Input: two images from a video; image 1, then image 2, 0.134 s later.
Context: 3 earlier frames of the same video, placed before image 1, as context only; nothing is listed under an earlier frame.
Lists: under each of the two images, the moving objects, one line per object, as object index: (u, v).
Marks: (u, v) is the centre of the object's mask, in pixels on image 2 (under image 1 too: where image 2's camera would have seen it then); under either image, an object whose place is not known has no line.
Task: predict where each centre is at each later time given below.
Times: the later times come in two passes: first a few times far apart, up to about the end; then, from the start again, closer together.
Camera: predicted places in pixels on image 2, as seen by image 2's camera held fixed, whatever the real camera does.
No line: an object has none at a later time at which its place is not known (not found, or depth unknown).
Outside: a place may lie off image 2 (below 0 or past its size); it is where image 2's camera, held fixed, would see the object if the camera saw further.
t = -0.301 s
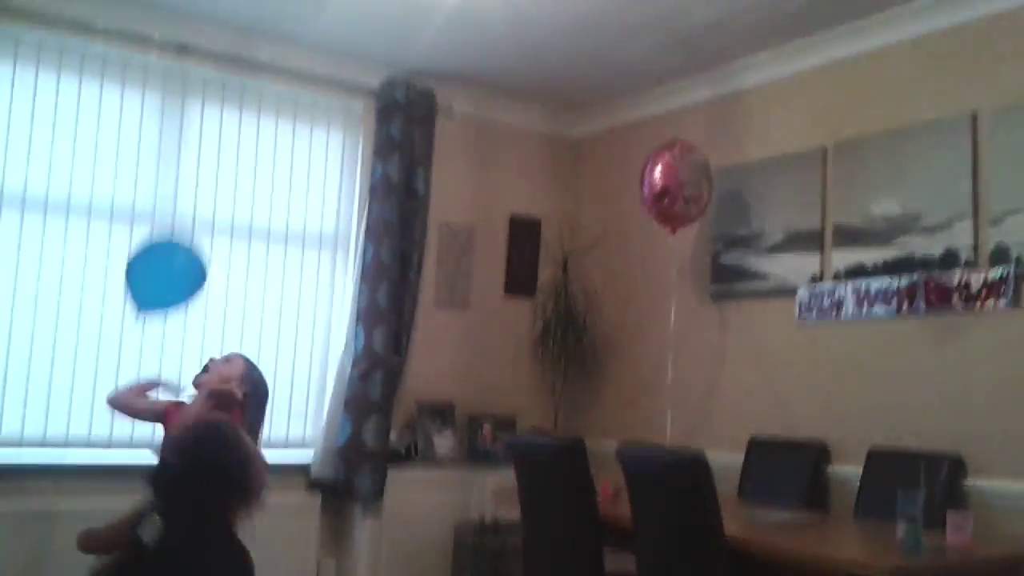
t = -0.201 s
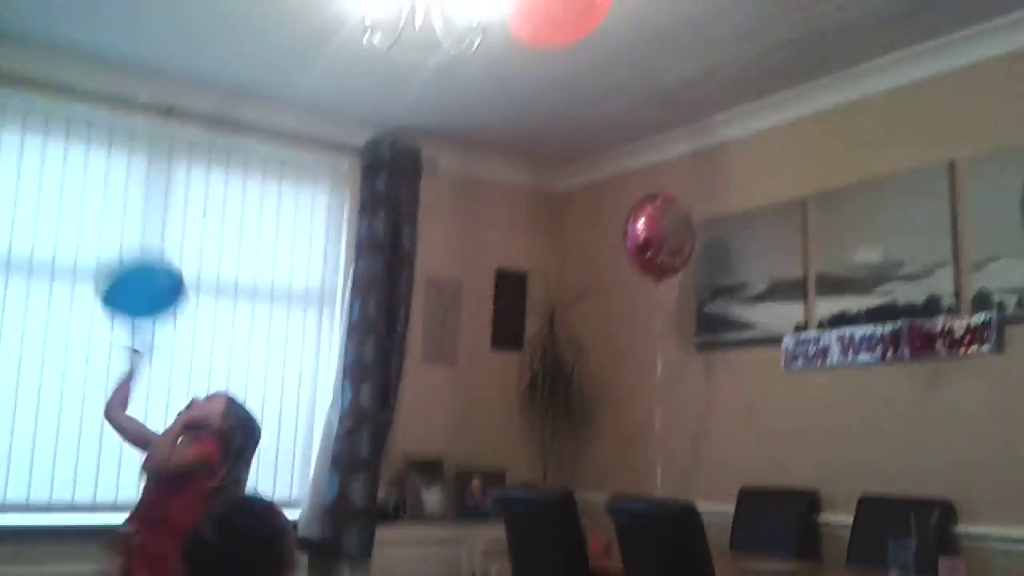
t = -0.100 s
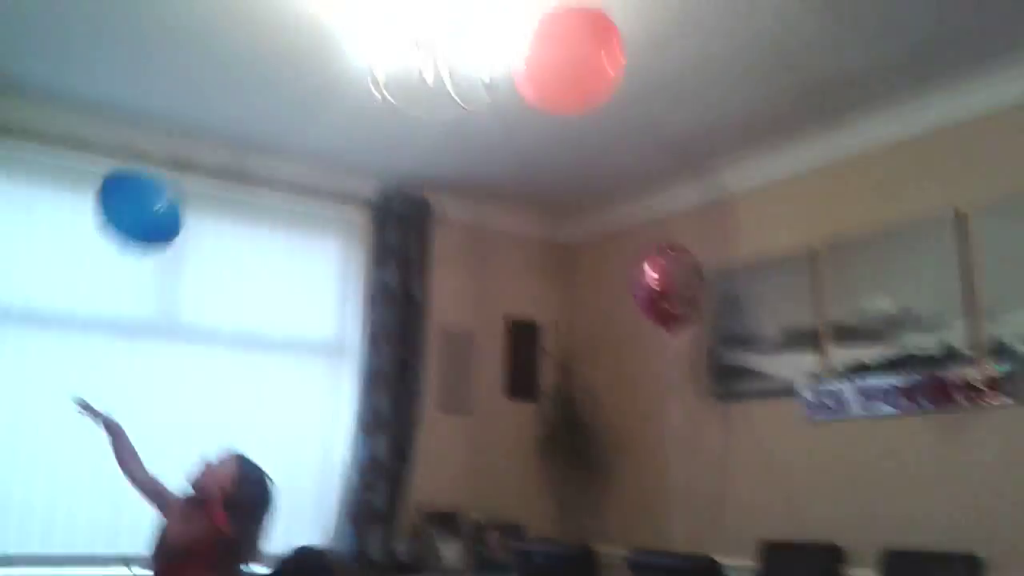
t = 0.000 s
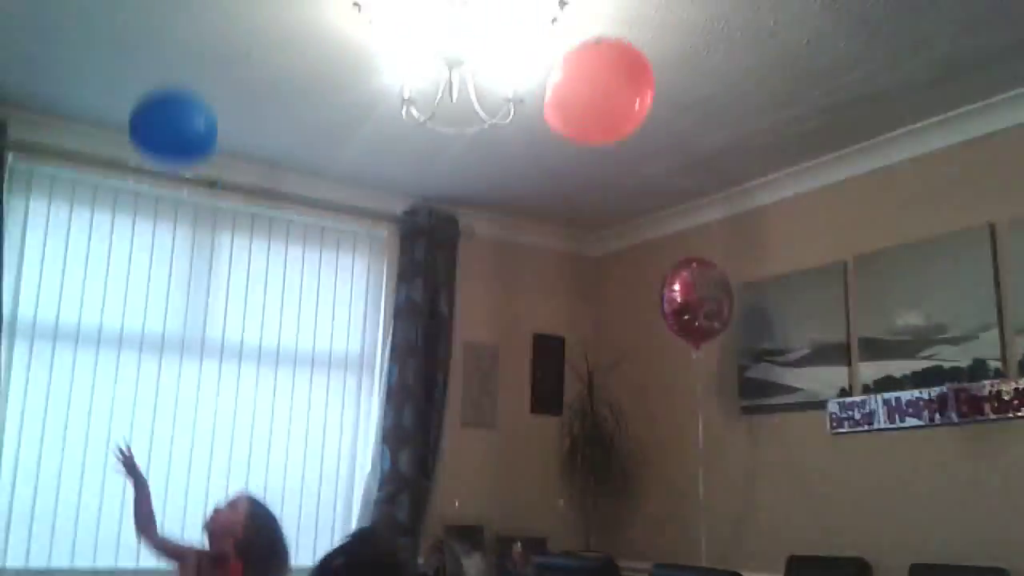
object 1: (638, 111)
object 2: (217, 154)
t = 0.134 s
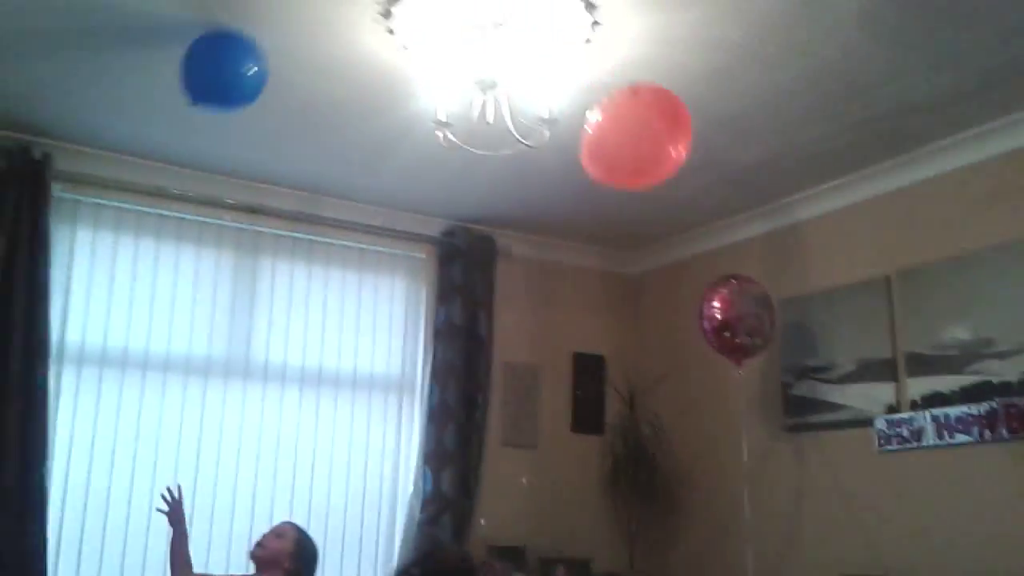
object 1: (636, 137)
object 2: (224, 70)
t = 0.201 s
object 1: (640, 154)
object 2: (223, 87)
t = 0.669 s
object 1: (639, 301)
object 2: (178, 274)
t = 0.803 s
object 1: (638, 356)
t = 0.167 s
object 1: (637, 146)
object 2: (224, 75)
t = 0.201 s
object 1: (640, 154)
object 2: (223, 87)
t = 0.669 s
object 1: (639, 301)
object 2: (178, 274)
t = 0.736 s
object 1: (637, 327)
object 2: (171, 303)
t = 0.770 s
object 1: (638, 341)
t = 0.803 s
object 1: (638, 356)
